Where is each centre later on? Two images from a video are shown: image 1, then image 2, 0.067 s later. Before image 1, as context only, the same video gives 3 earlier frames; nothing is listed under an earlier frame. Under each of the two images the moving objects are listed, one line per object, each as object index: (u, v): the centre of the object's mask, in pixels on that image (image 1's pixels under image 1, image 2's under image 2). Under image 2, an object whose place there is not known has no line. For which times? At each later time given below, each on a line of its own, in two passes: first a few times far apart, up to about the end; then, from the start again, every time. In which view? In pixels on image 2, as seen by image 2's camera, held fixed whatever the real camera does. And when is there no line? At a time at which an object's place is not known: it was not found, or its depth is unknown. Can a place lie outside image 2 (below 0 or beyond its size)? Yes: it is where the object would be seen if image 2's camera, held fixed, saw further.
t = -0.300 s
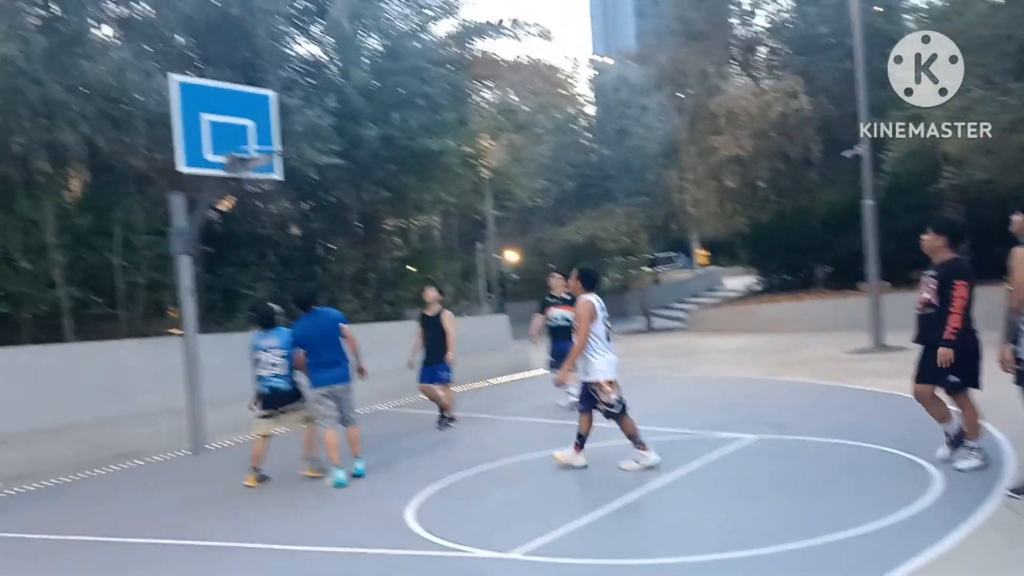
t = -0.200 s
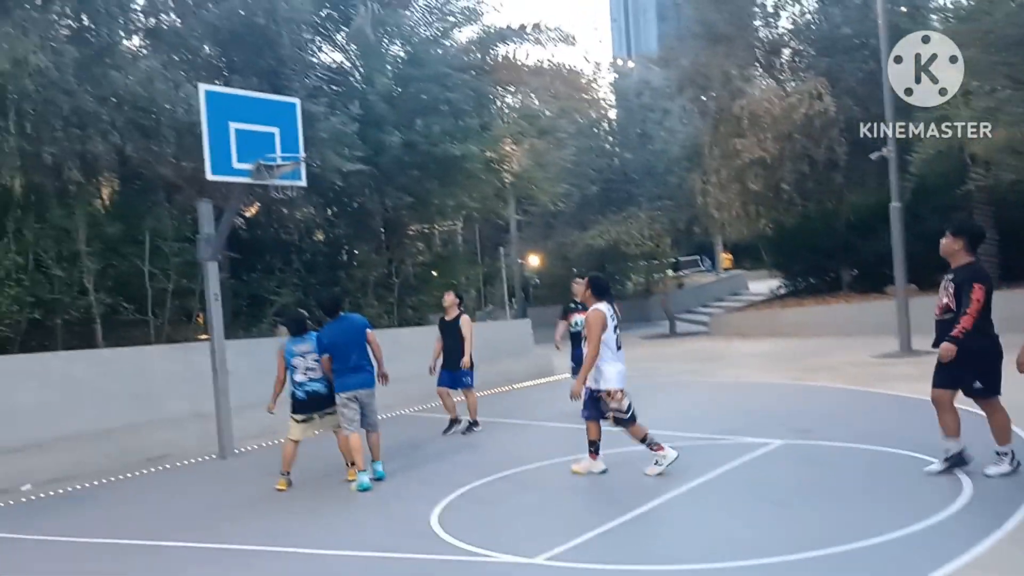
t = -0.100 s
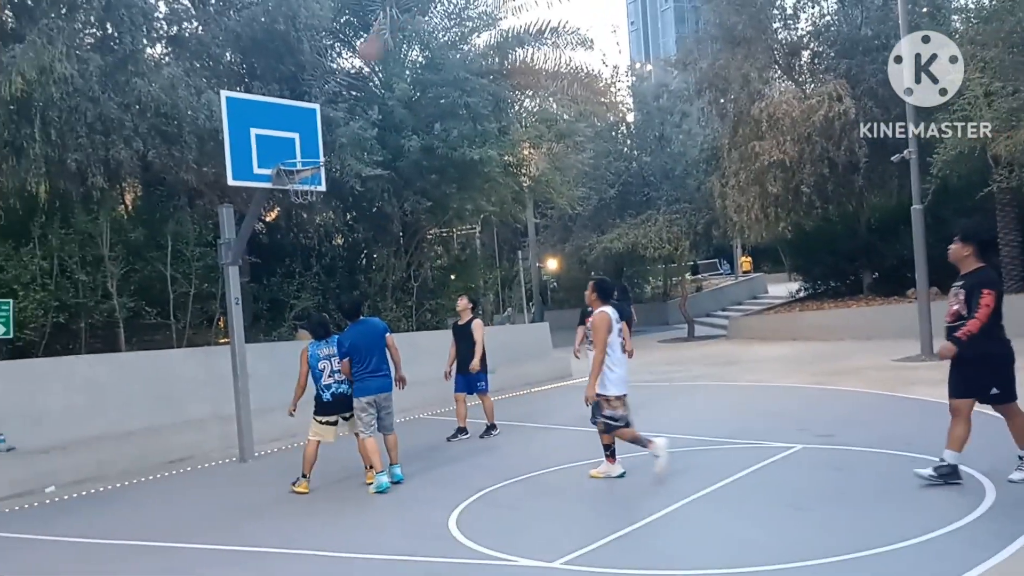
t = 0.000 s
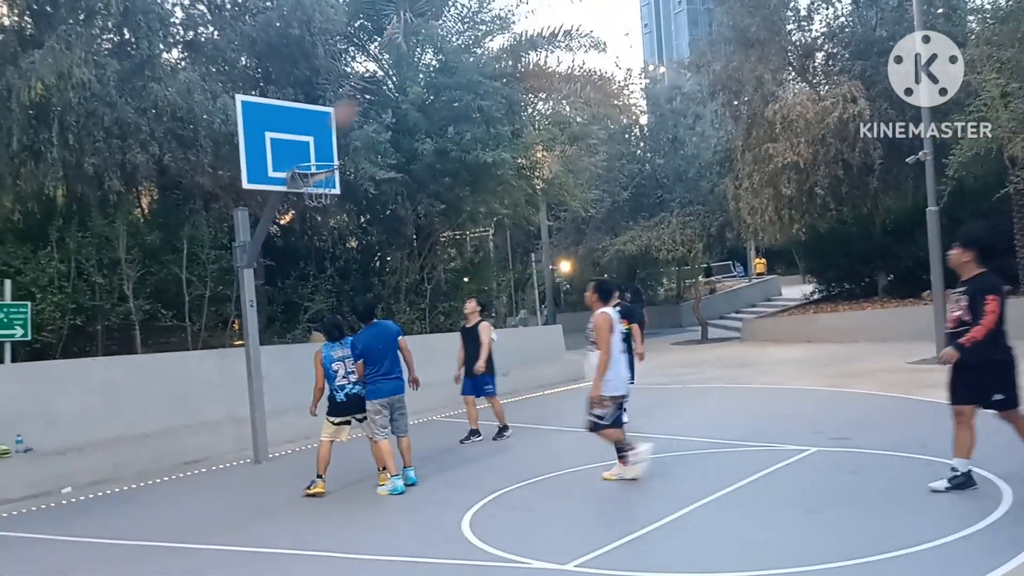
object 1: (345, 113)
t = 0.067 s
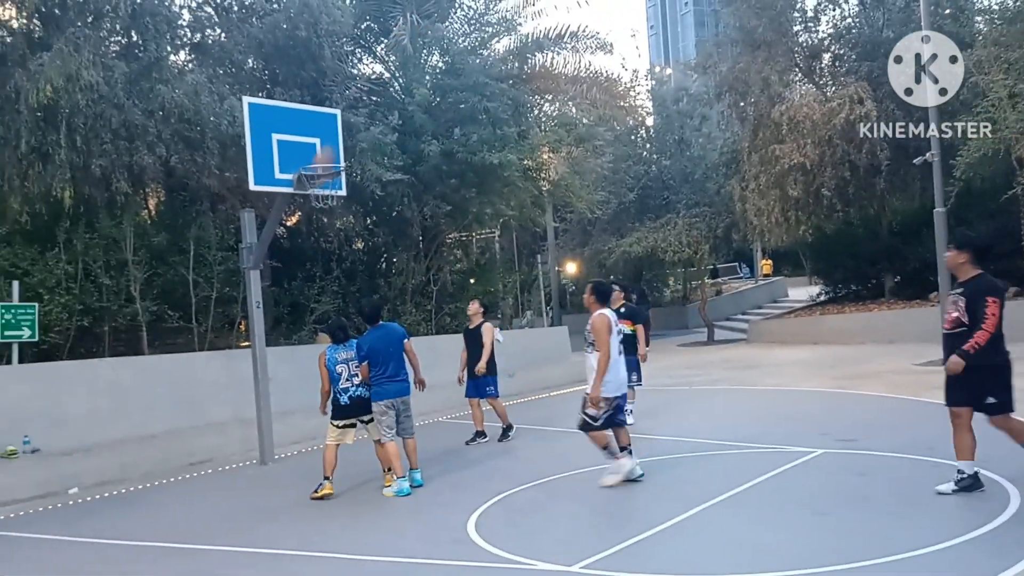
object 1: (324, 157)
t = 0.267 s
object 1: (326, 179)
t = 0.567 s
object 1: (330, 201)
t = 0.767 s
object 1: (327, 241)
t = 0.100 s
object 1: (318, 175)
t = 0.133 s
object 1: (318, 179)
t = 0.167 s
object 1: (321, 177)
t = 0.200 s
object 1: (323, 179)
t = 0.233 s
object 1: (325, 179)
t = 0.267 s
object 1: (326, 179)
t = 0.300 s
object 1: (327, 180)
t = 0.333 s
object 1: (328, 180)
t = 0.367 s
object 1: (329, 182)
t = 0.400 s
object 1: (330, 184)
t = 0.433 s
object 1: (331, 186)
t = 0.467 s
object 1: (331, 189)
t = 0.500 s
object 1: (331, 193)
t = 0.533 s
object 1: (330, 197)
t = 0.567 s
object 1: (330, 201)
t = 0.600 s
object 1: (329, 204)
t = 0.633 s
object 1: (329, 208)
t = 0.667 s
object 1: (328, 215)
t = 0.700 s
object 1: (328, 223)
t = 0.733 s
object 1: (328, 232)
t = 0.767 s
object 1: (327, 241)
